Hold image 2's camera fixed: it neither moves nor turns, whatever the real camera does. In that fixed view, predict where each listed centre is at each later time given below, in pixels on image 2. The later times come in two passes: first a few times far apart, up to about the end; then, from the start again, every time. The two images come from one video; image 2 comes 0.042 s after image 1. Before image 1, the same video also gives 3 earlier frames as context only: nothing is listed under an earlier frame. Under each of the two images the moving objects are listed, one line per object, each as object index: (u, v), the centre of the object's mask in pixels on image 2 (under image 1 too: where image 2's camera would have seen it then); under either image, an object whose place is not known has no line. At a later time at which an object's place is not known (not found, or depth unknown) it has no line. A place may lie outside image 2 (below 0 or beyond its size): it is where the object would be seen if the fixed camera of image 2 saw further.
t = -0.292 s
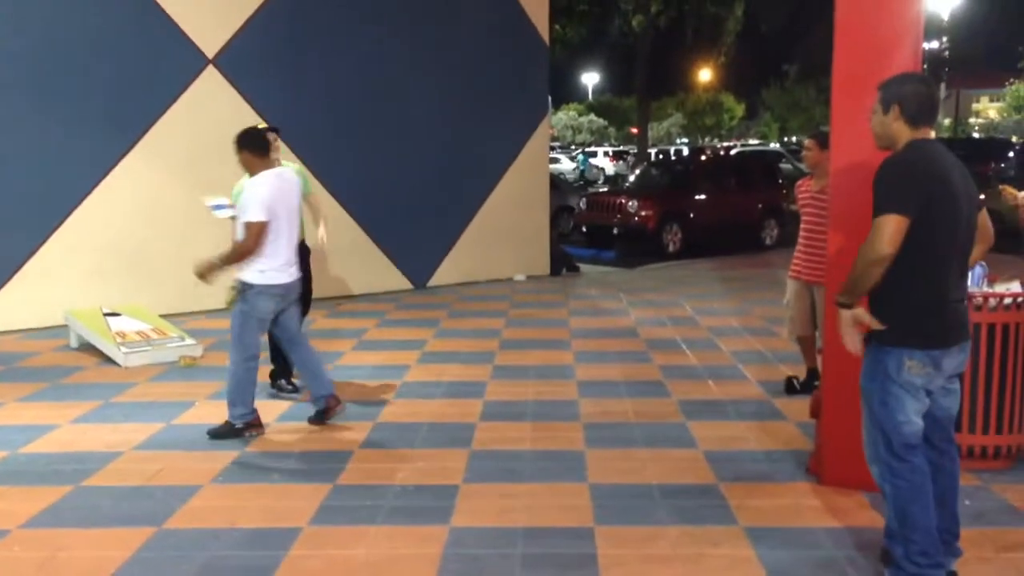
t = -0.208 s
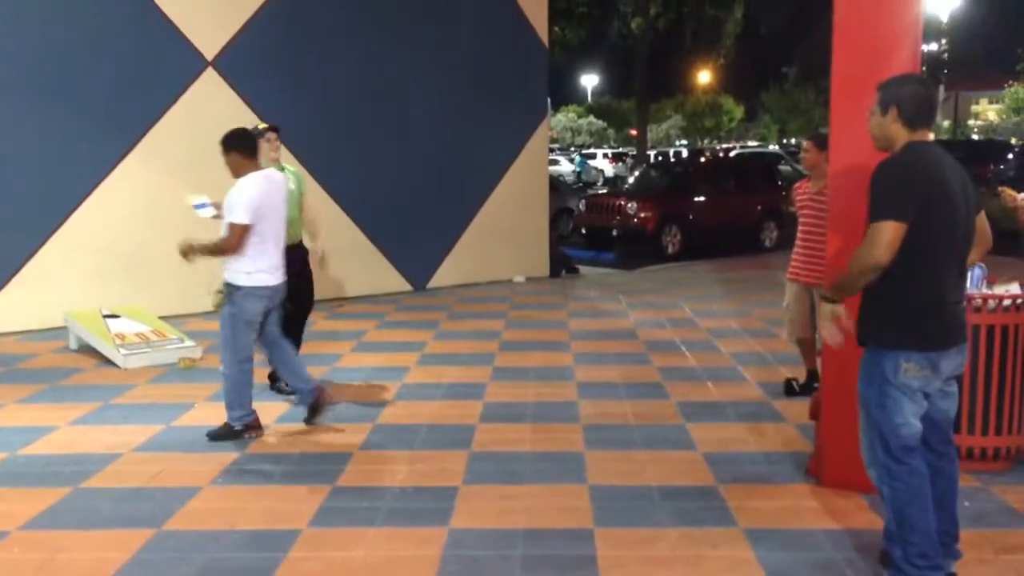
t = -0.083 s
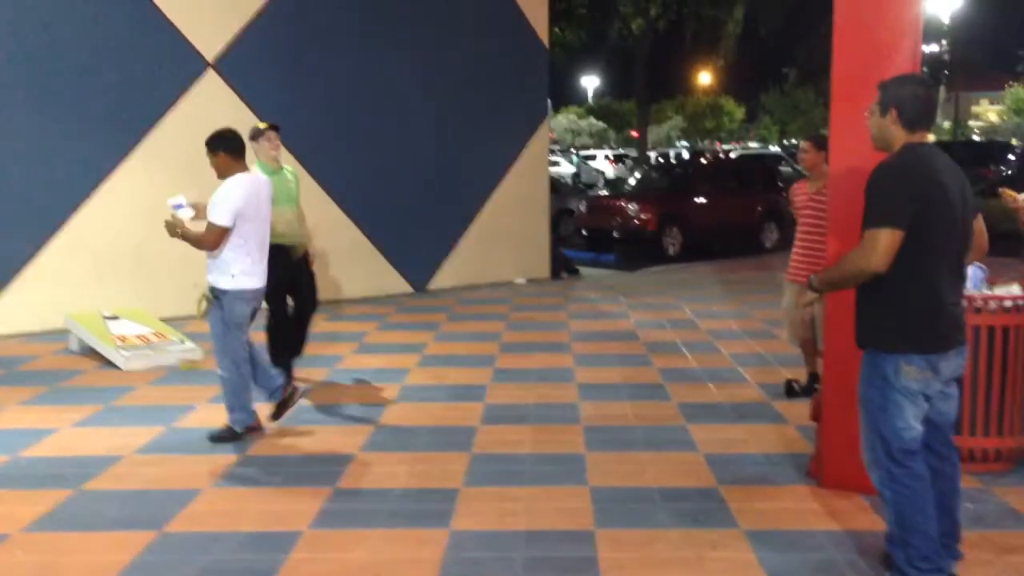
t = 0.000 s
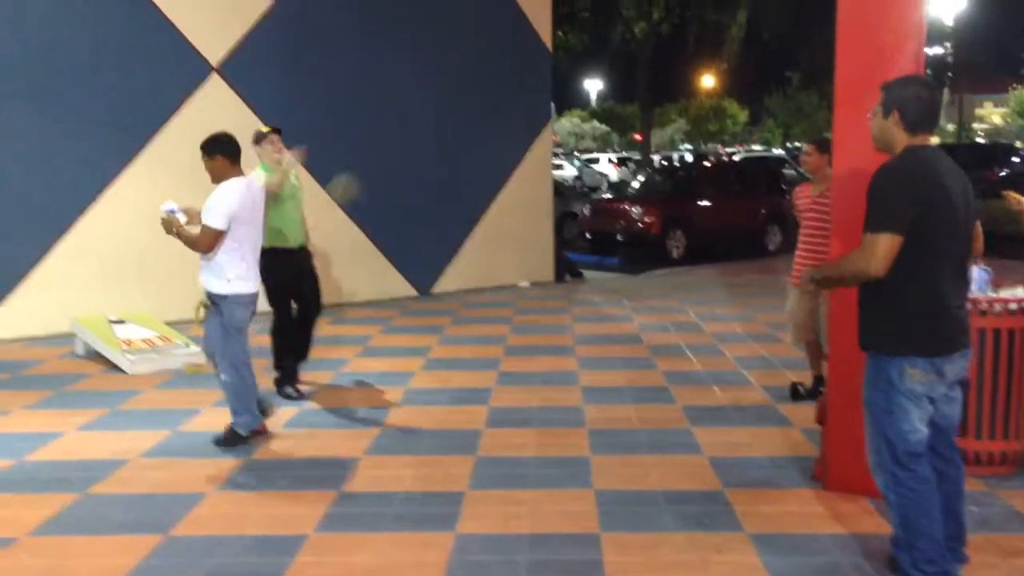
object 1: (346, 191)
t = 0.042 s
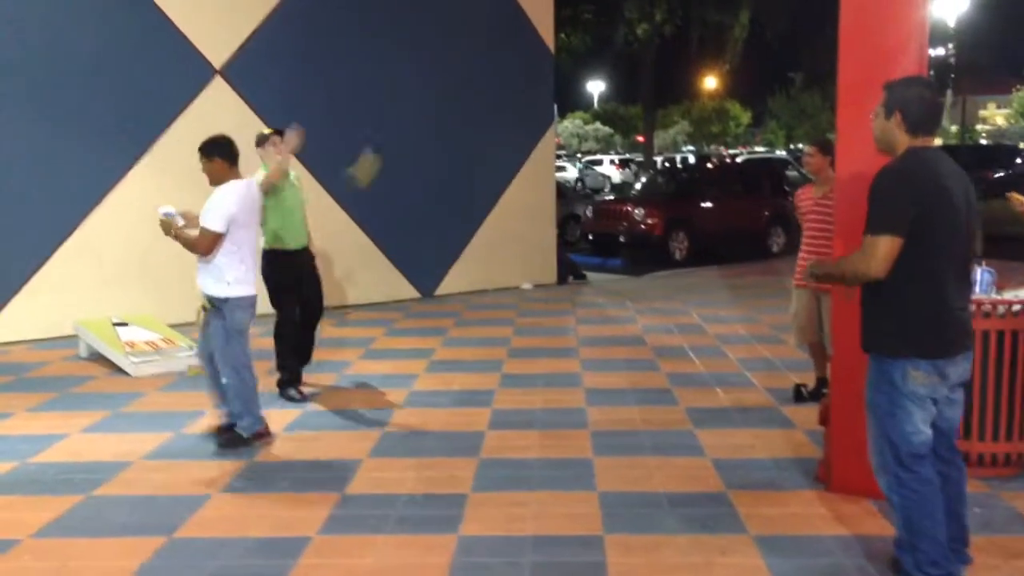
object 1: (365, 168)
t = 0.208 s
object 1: (447, 95)
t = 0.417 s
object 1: (583, 59)
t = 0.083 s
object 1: (383, 146)
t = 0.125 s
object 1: (403, 128)
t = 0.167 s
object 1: (426, 109)
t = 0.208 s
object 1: (447, 95)
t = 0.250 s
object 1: (472, 84)
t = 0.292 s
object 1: (497, 73)
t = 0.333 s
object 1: (526, 65)
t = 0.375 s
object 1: (555, 61)
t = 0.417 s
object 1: (583, 59)
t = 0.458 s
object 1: (616, 65)
